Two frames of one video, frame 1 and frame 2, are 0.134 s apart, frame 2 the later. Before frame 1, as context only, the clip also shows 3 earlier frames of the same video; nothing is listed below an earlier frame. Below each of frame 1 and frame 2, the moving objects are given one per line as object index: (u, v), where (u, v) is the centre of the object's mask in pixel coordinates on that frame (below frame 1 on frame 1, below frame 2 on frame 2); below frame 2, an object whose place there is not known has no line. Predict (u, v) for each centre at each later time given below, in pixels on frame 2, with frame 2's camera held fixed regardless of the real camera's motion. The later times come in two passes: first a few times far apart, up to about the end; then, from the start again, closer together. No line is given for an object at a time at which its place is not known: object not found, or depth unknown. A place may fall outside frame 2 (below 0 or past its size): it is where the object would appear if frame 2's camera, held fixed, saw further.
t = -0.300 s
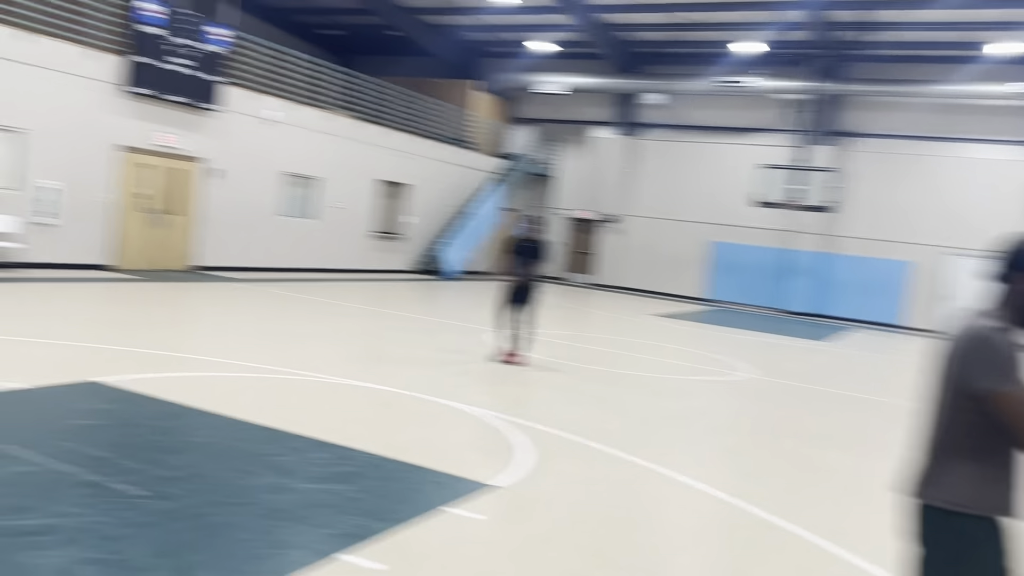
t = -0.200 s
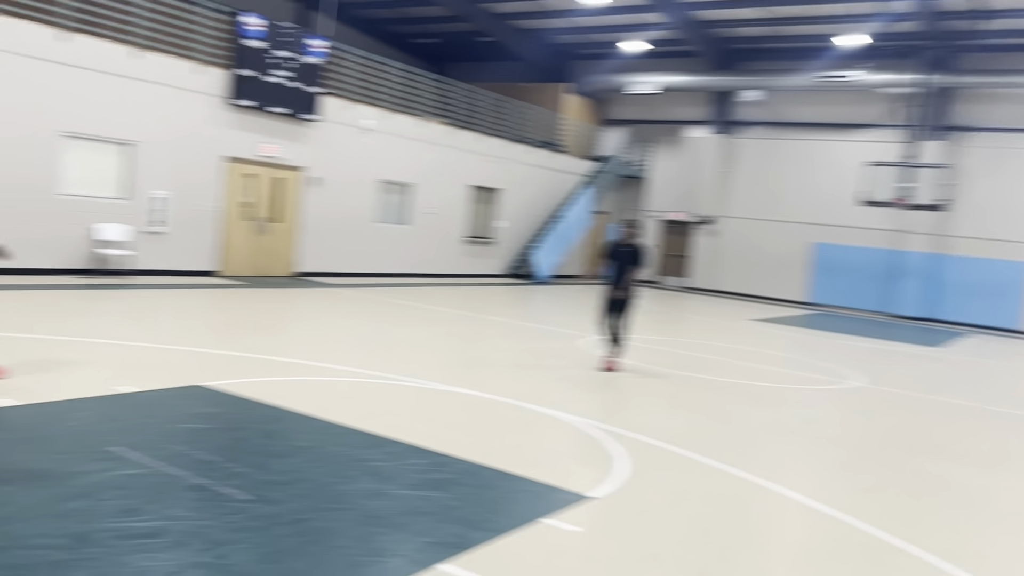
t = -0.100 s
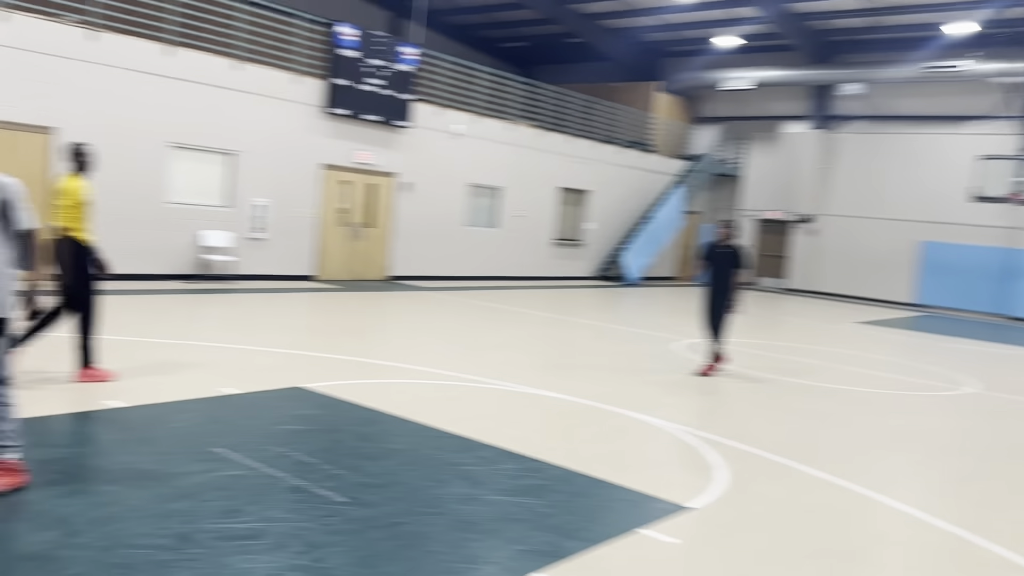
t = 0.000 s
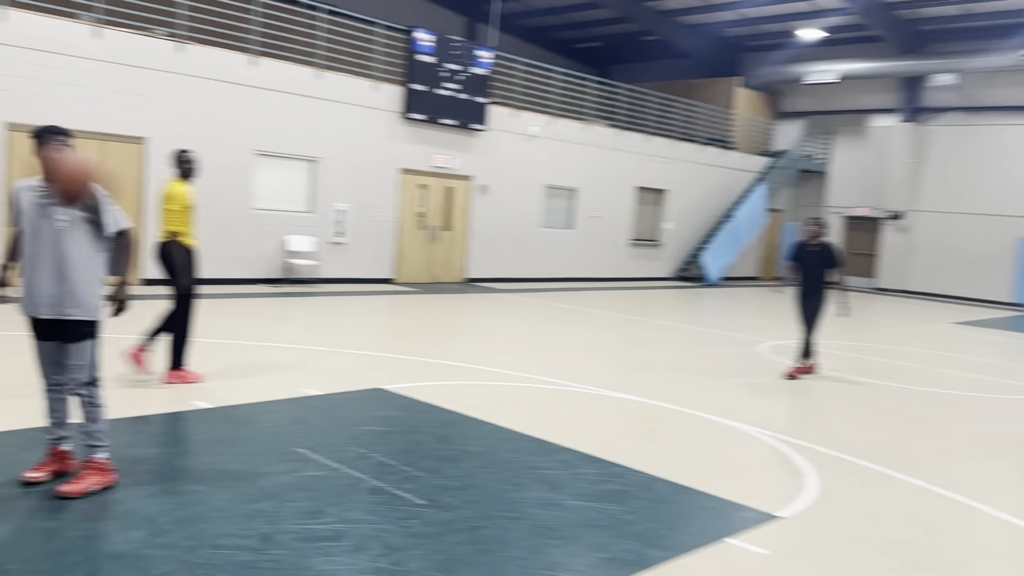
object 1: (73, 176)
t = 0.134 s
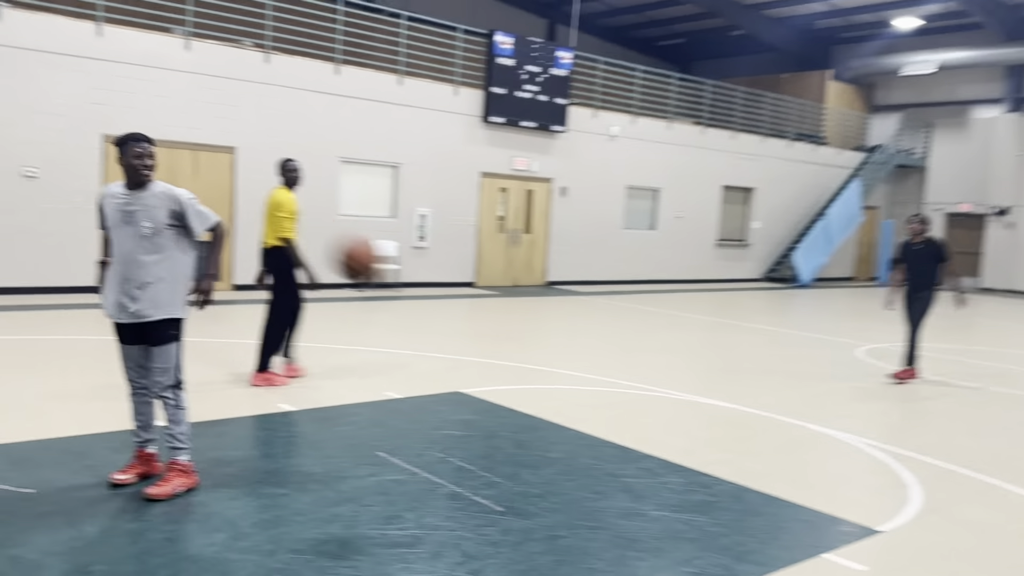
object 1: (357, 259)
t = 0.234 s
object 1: (458, 317)
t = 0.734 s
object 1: (705, 288)
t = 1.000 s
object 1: (778, 283)
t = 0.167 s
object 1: (395, 278)
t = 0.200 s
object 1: (428, 297)
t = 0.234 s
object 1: (458, 317)
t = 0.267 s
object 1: (488, 336)
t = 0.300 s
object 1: (516, 356)
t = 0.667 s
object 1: (685, 304)
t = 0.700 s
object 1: (695, 295)
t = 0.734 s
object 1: (705, 288)
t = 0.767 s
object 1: (715, 283)
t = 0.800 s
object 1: (725, 279)
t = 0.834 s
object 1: (735, 276)
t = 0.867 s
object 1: (744, 274)
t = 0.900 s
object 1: (753, 275)
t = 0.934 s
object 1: (762, 276)
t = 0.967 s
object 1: (770, 279)
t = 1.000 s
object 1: (778, 283)
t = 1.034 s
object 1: (786, 288)
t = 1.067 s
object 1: (793, 295)
